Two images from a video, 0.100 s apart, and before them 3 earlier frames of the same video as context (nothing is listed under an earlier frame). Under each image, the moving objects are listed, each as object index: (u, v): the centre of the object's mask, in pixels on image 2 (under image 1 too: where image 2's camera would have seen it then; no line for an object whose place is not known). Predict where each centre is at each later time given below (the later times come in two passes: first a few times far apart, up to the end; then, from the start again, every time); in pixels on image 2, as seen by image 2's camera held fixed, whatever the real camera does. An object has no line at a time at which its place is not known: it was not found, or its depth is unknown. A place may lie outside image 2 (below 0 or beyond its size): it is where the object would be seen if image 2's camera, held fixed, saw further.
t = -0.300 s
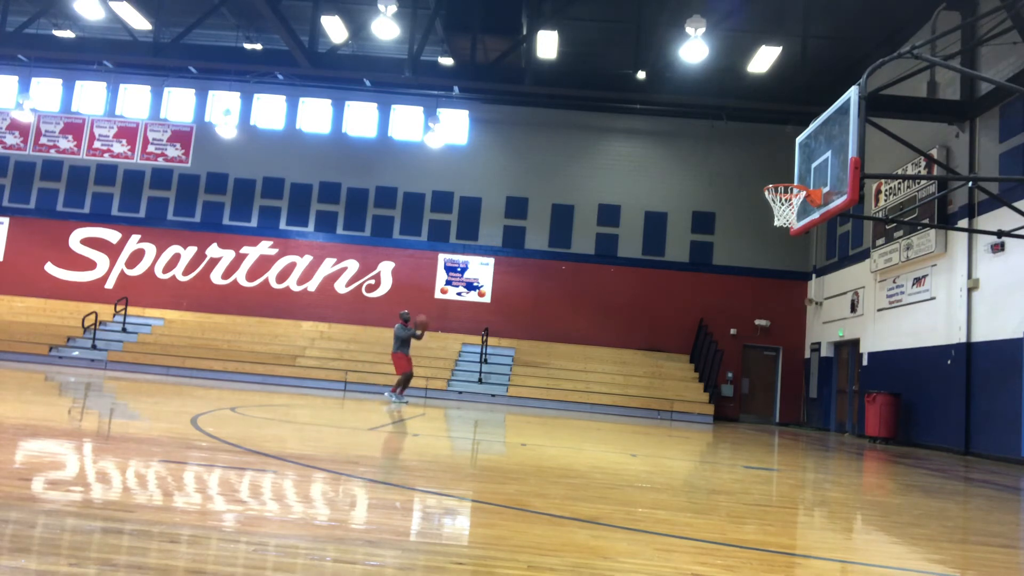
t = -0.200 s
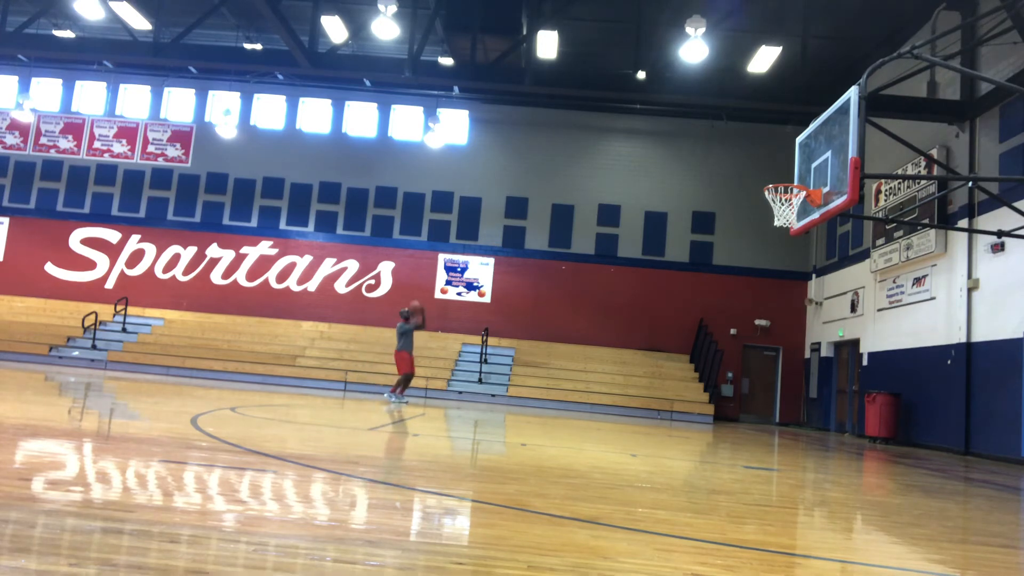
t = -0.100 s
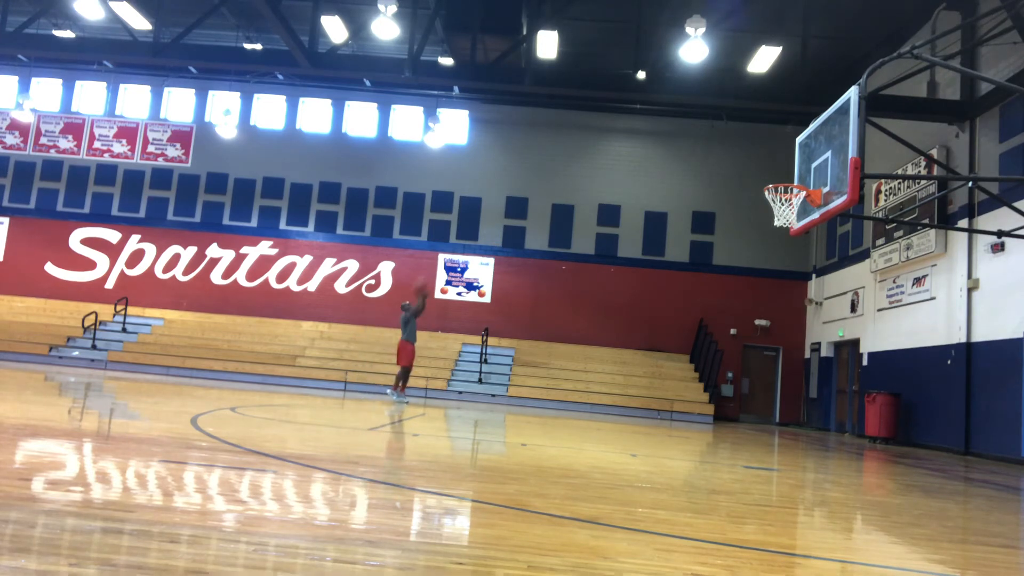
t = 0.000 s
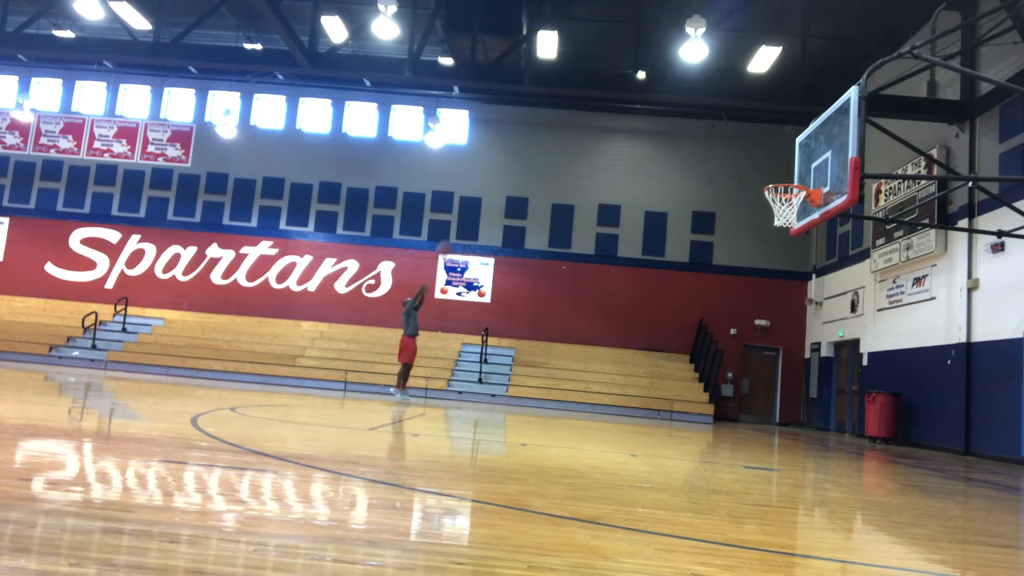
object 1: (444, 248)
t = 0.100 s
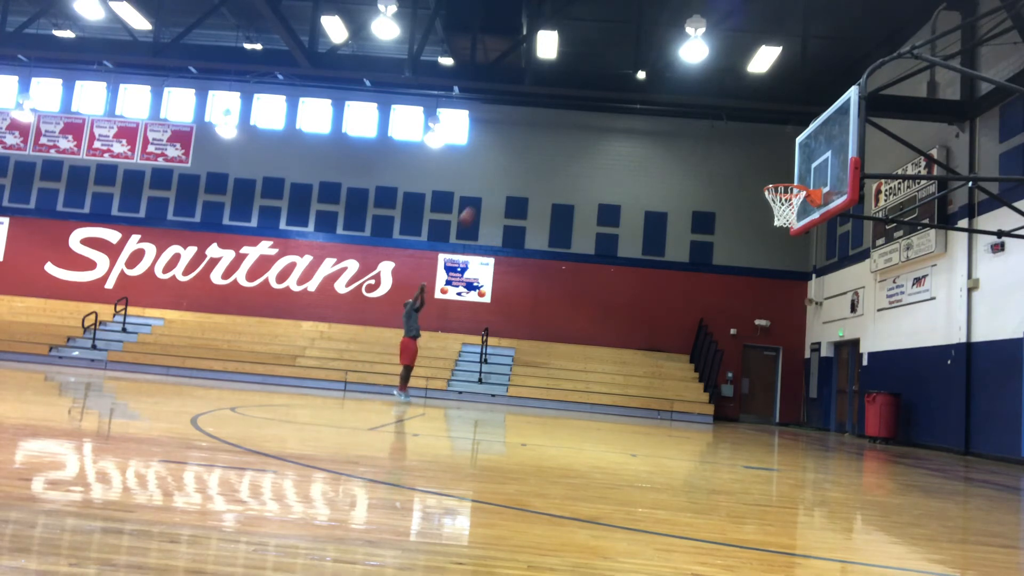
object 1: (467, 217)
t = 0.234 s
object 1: (499, 180)
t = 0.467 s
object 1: (559, 134)
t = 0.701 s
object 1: (625, 116)
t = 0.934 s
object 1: (694, 133)
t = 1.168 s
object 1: (761, 183)
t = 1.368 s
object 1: (733, 163)
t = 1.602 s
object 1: (701, 174)
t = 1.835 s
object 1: (671, 219)
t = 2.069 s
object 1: (642, 289)
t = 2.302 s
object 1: (618, 385)
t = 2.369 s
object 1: (611, 414)
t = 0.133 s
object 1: (475, 207)
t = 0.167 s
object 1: (483, 197)
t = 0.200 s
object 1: (491, 188)
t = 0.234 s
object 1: (499, 180)
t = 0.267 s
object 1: (507, 172)
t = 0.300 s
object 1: (515, 164)
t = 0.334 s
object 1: (523, 157)
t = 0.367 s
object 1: (532, 151)
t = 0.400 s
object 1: (541, 144)
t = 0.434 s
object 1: (550, 139)
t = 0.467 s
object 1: (559, 134)
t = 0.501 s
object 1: (568, 129)
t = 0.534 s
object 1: (577, 126)
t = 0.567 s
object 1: (587, 122)
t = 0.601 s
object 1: (597, 119)
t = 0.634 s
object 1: (607, 117)
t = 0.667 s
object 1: (615, 116)
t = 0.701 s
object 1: (625, 116)
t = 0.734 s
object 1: (634, 116)
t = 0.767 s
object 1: (644, 117)
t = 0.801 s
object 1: (653, 118)
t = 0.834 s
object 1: (663, 121)
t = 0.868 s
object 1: (673, 124)
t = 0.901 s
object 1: (683, 128)
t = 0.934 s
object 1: (694, 133)
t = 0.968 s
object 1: (704, 138)
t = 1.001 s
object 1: (715, 145)
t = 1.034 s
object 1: (726, 153)
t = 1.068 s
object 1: (738, 162)
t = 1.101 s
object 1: (749, 172)
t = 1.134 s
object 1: (759, 181)
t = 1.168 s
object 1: (761, 183)
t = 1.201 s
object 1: (758, 178)
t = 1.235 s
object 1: (753, 173)
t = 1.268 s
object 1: (748, 169)
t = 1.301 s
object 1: (743, 166)
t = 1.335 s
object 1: (738, 164)
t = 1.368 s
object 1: (733, 163)
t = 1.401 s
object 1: (728, 162)
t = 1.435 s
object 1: (724, 162)
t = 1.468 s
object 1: (719, 163)
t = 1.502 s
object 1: (715, 165)
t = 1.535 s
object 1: (710, 167)
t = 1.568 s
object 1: (706, 170)
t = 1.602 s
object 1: (701, 174)
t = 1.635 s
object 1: (697, 179)
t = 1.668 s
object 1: (693, 184)
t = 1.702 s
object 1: (688, 189)
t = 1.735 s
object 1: (684, 196)
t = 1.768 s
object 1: (680, 203)
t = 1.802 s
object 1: (676, 210)
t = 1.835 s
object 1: (671, 219)
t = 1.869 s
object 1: (667, 227)
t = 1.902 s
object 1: (663, 237)
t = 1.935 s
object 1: (659, 246)
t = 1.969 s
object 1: (655, 256)
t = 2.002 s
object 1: (650, 267)
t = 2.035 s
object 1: (647, 277)
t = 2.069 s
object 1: (642, 289)
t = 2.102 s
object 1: (639, 301)
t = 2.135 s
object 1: (635, 313)
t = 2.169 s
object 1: (631, 327)
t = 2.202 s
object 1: (628, 339)
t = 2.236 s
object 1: (625, 354)
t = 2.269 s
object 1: (621, 371)
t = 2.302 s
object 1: (618, 385)
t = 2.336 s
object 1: (614, 402)
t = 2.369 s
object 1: (611, 414)
